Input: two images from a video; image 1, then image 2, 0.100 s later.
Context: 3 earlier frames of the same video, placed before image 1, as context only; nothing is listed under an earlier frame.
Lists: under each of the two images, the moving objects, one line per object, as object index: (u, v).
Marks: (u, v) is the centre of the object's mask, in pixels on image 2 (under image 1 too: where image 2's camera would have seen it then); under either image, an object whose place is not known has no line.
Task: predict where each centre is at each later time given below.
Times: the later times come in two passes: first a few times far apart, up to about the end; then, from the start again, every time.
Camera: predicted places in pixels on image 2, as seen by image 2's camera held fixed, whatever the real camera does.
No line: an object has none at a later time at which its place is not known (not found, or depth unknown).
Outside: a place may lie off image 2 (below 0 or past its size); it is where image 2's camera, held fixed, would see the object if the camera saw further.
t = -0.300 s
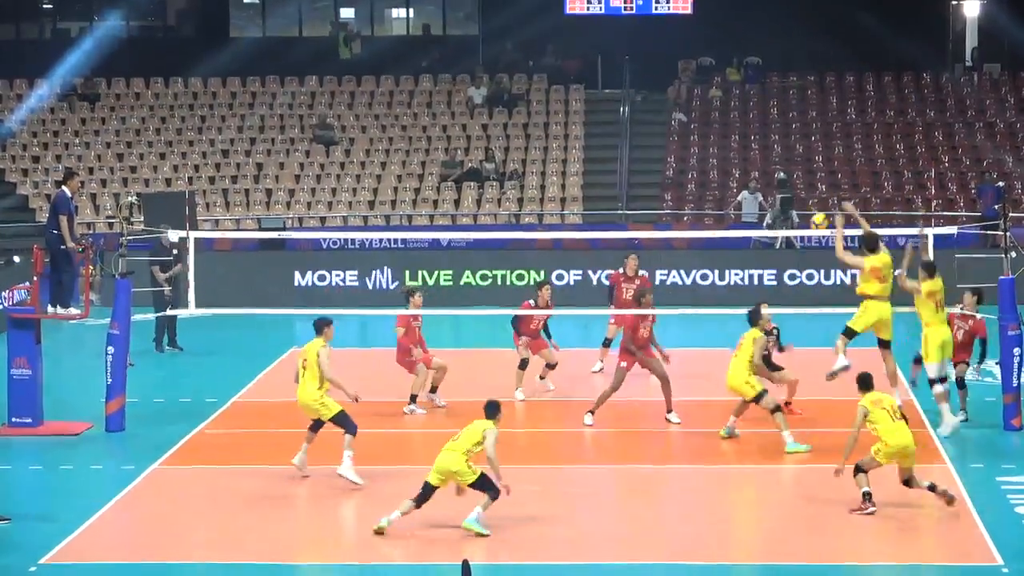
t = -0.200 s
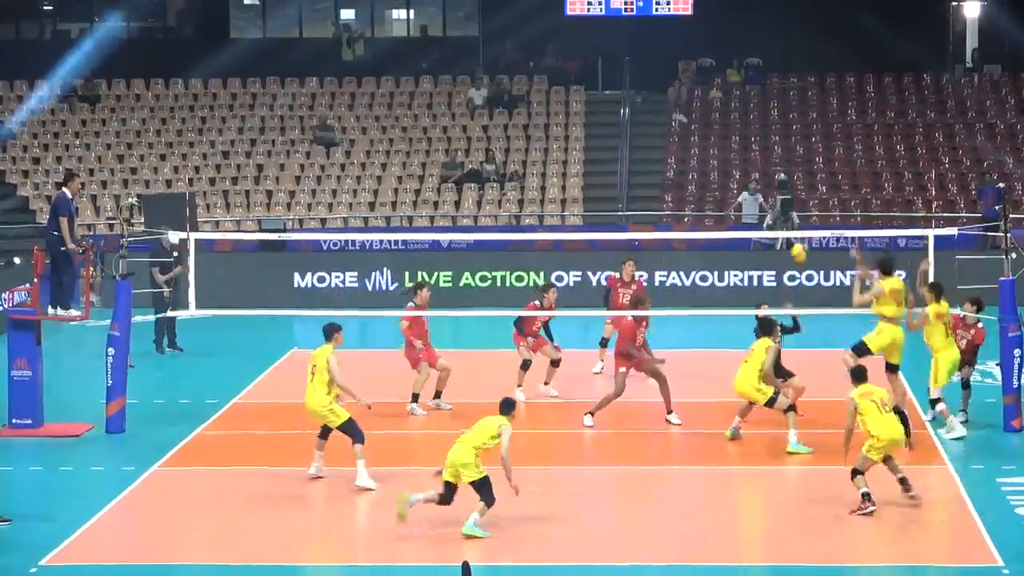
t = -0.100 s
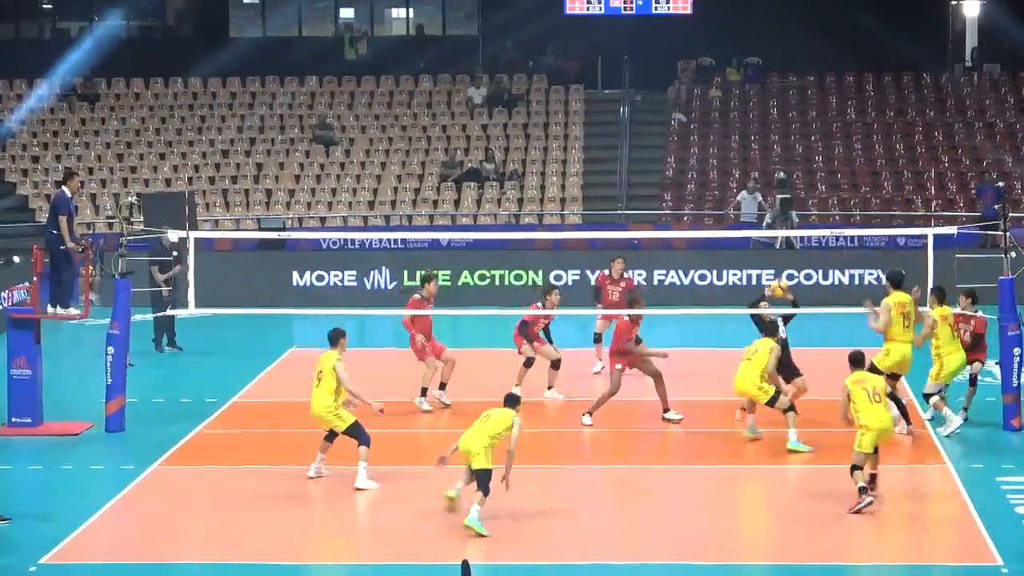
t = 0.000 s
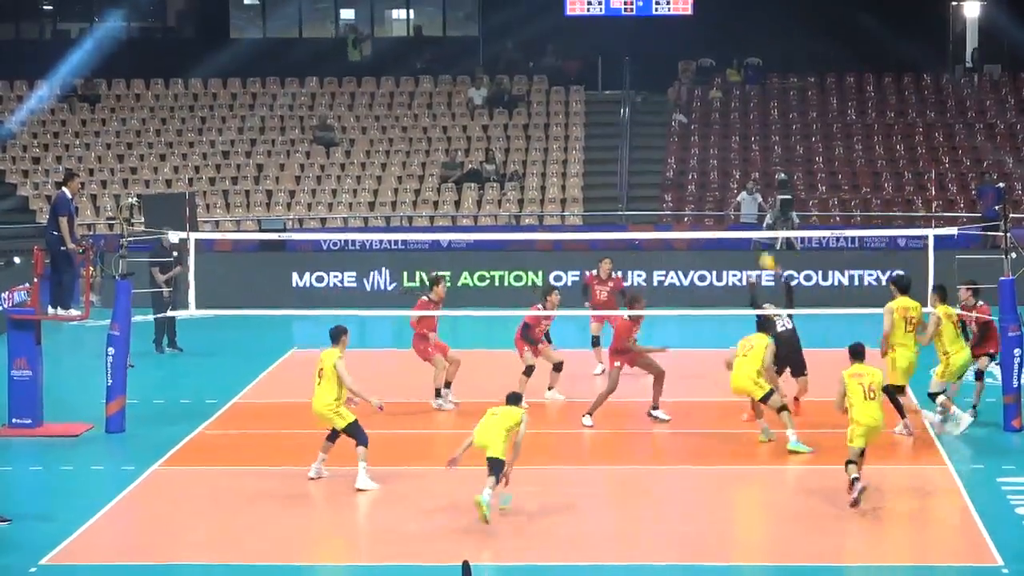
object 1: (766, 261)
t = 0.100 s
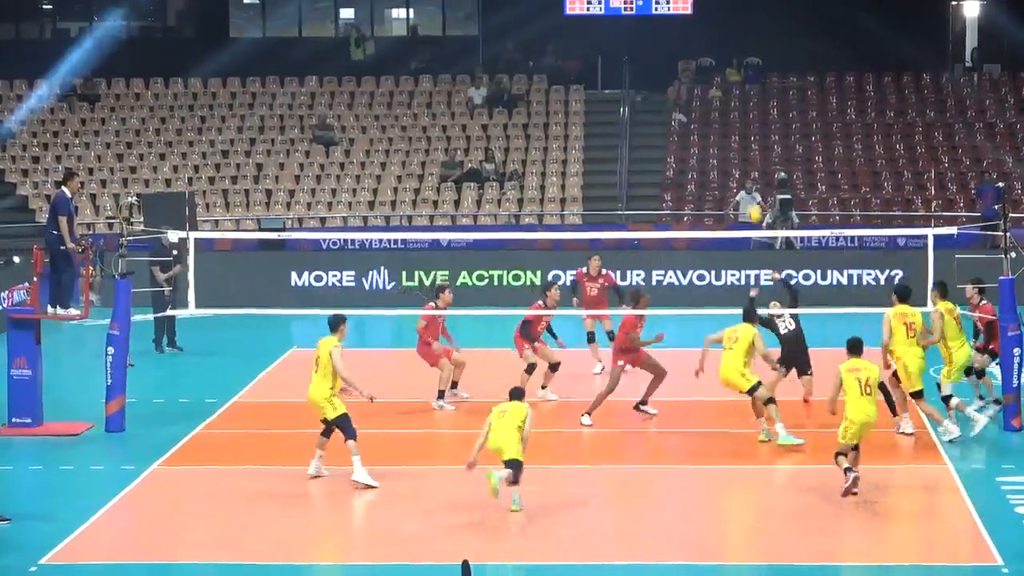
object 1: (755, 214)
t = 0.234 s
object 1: (737, 162)
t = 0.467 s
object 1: (711, 107)
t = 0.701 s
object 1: (686, 94)
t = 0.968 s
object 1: (658, 128)
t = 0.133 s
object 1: (752, 199)
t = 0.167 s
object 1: (747, 185)
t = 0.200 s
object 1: (742, 173)
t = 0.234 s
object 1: (737, 162)
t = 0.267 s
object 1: (734, 152)
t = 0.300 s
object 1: (730, 142)
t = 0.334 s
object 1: (726, 133)
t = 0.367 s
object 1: (722, 125)
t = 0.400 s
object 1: (719, 118)
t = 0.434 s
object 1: (715, 112)
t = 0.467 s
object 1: (711, 107)
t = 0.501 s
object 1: (707, 103)
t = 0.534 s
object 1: (704, 100)
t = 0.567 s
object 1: (700, 96)
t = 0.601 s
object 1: (697, 95)
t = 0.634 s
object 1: (693, 94)
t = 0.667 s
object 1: (689, 93)
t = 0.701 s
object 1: (686, 94)
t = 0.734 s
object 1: (682, 95)
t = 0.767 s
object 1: (678, 98)
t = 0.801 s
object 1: (675, 101)
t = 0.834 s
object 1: (671, 105)
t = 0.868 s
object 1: (668, 110)
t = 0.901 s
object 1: (665, 115)
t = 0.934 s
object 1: (661, 122)
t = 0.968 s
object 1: (658, 128)
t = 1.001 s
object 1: (655, 136)
